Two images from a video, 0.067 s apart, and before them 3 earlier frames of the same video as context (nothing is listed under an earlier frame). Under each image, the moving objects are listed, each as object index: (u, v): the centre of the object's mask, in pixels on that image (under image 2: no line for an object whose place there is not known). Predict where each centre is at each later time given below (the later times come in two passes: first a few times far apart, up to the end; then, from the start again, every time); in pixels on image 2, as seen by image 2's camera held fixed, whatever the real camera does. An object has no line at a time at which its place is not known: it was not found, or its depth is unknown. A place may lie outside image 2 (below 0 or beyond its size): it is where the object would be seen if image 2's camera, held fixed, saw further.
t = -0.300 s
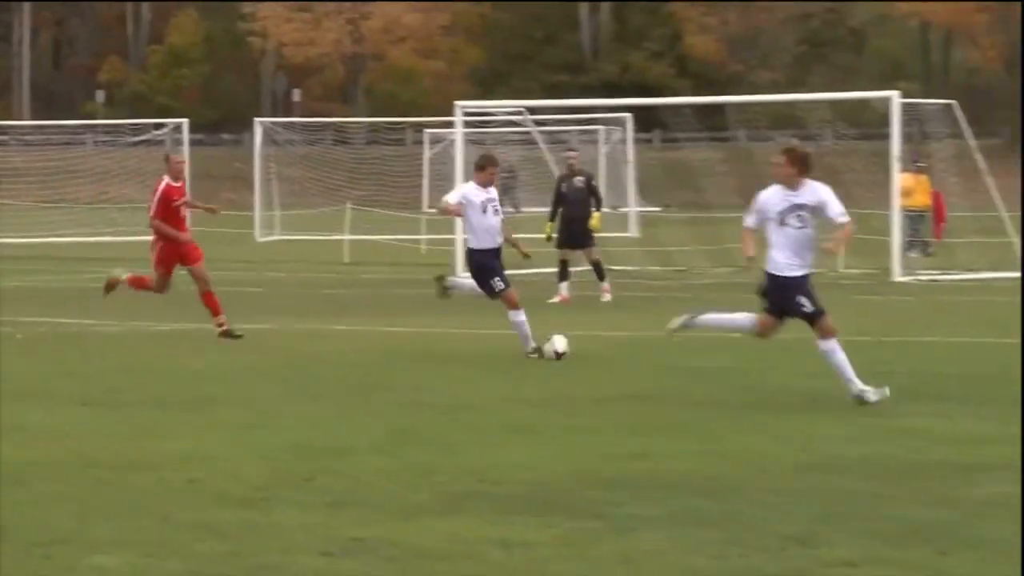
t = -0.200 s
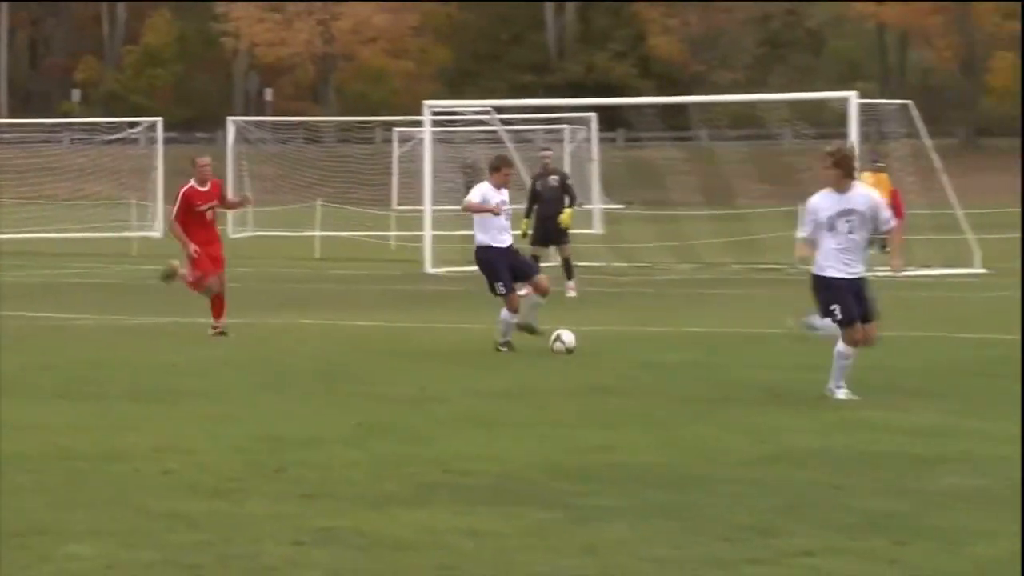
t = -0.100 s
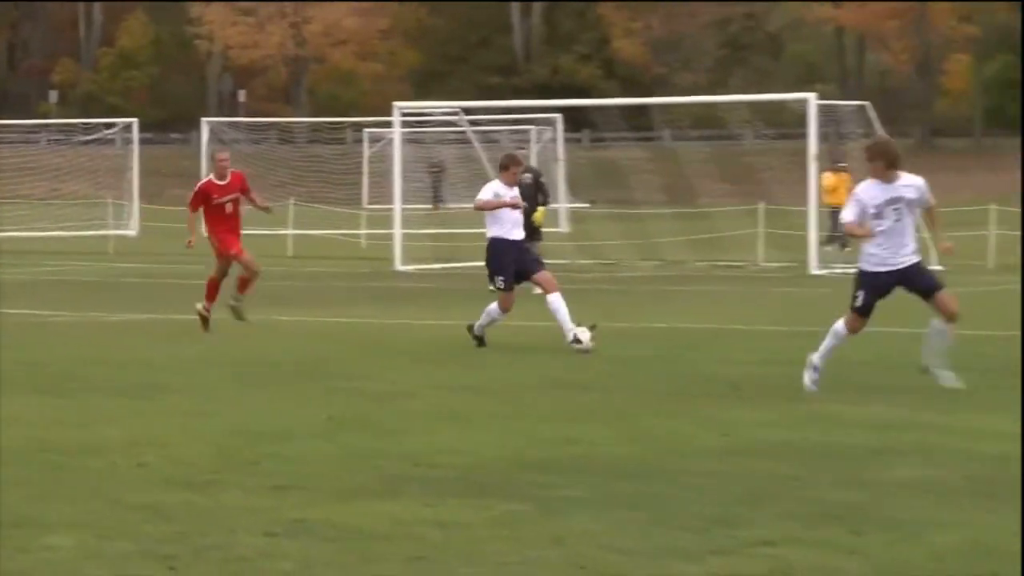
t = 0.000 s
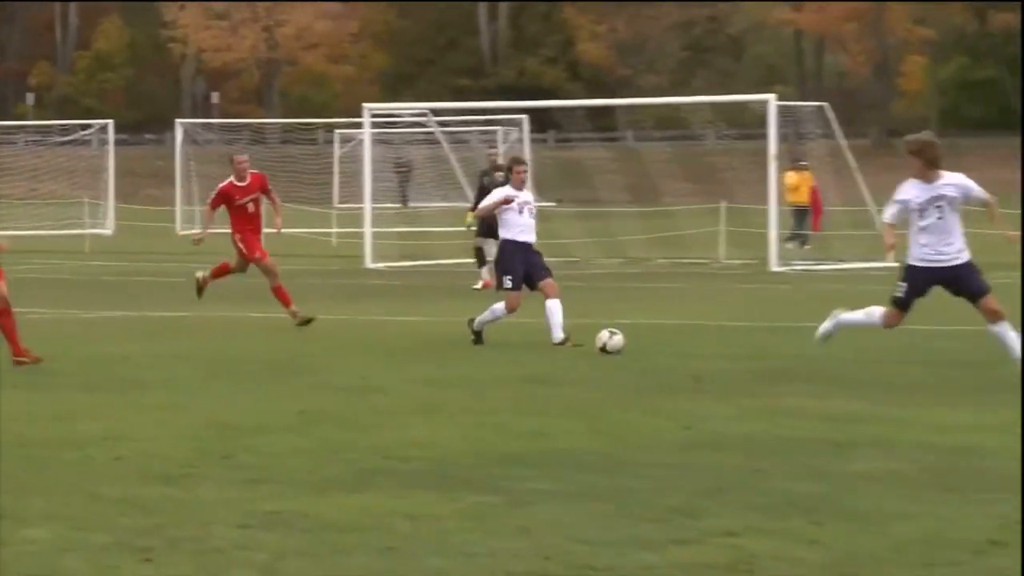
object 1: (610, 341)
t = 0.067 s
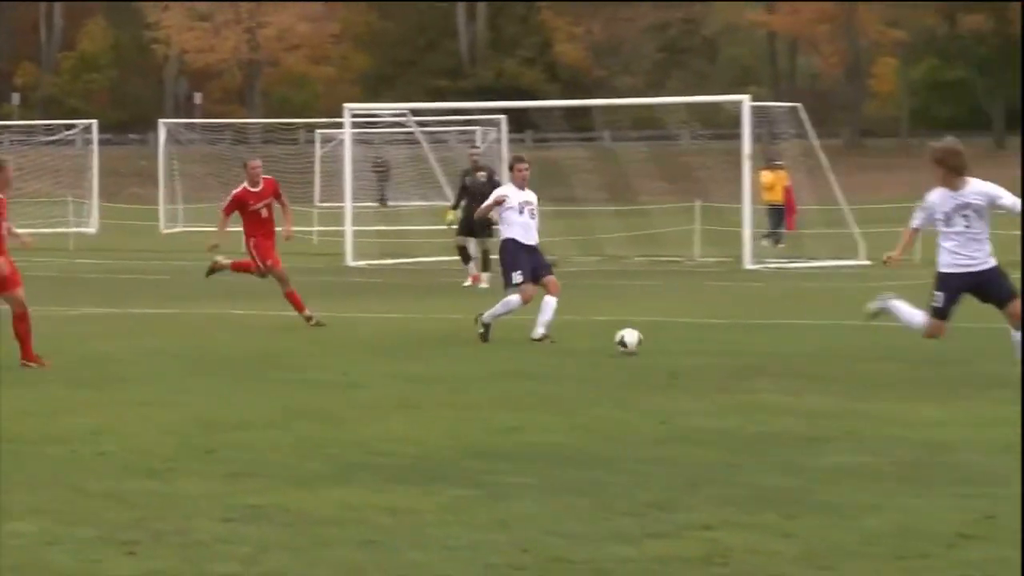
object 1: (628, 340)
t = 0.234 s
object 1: (733, 353)
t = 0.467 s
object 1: (879, 373)
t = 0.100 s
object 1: (649, 344)
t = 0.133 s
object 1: (670, 347)
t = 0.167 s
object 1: (692, 349)
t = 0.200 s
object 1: (713, 351)
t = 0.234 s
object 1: (733, 353)
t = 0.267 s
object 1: (754, 357)
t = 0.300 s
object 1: (775, 358)
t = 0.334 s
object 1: (795, 360)
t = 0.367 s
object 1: (816, 363)
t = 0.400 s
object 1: (837, 367)
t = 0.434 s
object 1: (859, 371)
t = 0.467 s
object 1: (879, 373)
